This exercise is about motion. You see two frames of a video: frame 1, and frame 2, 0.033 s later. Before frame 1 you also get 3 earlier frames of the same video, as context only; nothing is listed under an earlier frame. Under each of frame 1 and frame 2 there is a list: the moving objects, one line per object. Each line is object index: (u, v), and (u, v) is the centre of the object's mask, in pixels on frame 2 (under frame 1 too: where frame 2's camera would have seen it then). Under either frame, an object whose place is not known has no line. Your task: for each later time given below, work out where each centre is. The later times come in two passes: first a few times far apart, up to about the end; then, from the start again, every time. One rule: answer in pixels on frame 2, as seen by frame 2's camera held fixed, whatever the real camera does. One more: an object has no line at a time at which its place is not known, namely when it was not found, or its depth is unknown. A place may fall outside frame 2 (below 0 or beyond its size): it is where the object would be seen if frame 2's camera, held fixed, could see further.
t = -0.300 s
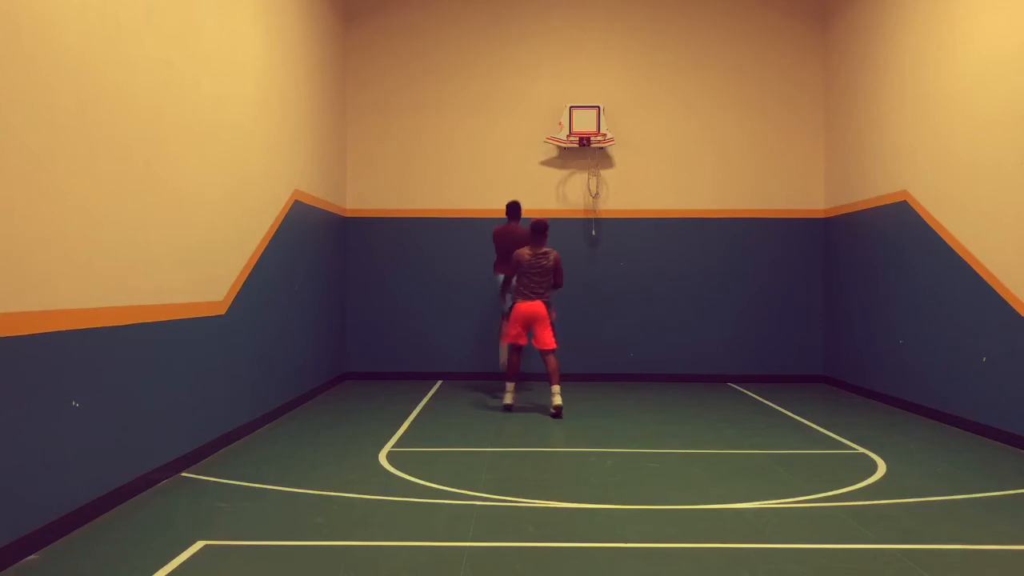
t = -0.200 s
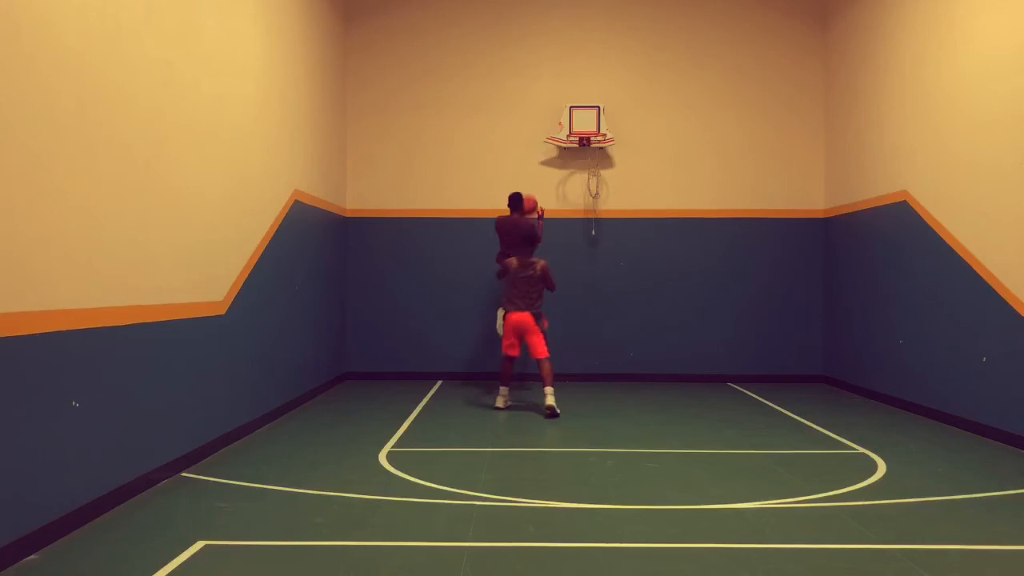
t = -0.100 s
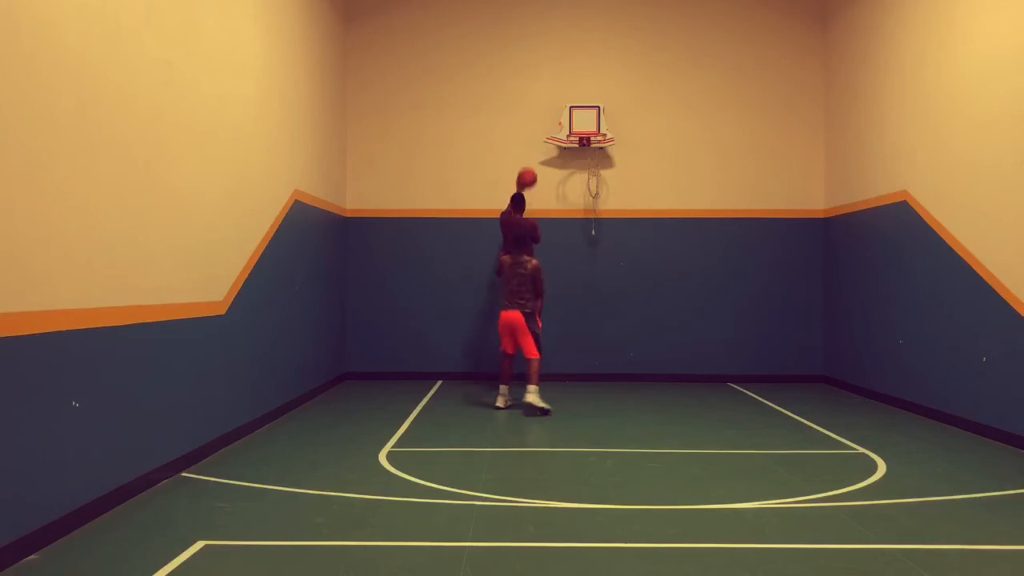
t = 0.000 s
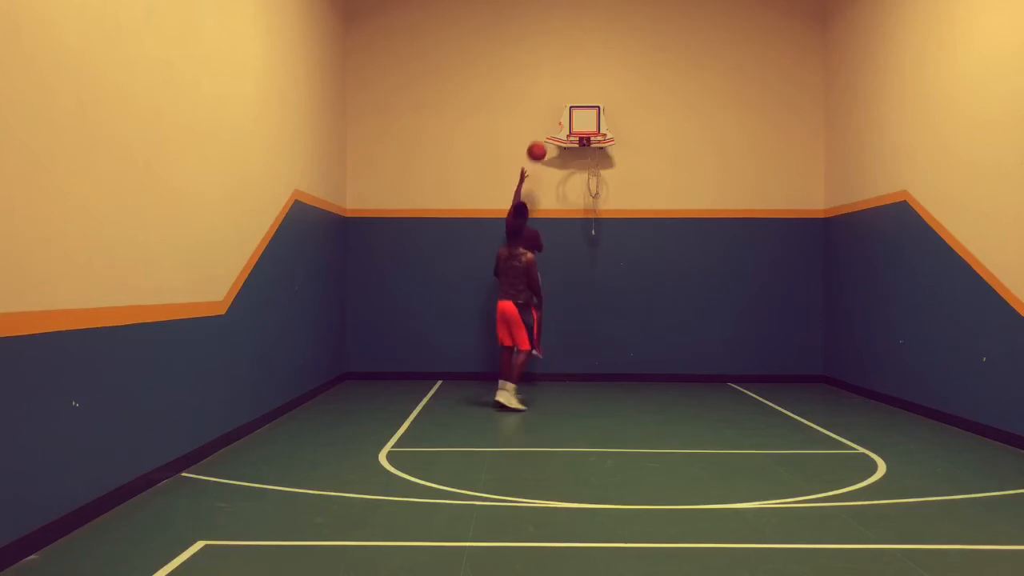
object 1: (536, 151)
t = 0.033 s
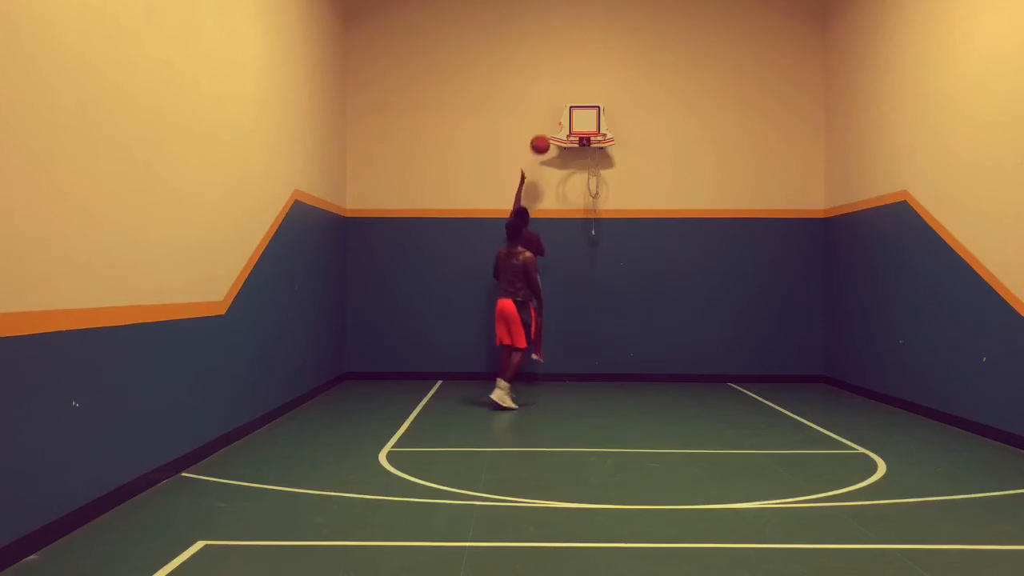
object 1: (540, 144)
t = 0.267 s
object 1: (563, 122)
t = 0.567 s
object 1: (589, 129)
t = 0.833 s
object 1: (602, 175)
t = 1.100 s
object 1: (613, 277)
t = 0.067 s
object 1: (543, 138)
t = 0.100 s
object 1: (546, 133)
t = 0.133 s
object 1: (550, 129)
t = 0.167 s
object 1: (553, 126)
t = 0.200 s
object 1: (556, 123)
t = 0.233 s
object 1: (559, 122)
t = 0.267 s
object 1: (563, 122)
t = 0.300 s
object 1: (566, 122)
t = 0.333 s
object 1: (569, 121)
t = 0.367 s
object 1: (572, 122)
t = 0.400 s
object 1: (575, 123)
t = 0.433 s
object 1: (578, 124)
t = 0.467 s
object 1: (582, 126)
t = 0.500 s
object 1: (584, 126)
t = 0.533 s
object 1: (587, 126)
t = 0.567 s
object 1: (589, 129)
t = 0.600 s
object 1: (592, 134)
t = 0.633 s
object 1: (594, 138)
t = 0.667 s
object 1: (597, 142)
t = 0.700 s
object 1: (598, 148)
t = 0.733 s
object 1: (598, 153)
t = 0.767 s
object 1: (600, 160)
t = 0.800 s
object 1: (601, 166)
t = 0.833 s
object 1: (602, 175)
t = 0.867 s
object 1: (604, 184)
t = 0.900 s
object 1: (605, 194)
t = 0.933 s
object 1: (606, 206)
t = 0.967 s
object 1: (607, 219)
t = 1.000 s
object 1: (609, 232)
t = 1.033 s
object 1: (610, 246)
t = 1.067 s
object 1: (611, 262)
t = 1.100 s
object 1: (613, 277)
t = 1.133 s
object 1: (614, 295)
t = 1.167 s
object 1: (616, 312)
